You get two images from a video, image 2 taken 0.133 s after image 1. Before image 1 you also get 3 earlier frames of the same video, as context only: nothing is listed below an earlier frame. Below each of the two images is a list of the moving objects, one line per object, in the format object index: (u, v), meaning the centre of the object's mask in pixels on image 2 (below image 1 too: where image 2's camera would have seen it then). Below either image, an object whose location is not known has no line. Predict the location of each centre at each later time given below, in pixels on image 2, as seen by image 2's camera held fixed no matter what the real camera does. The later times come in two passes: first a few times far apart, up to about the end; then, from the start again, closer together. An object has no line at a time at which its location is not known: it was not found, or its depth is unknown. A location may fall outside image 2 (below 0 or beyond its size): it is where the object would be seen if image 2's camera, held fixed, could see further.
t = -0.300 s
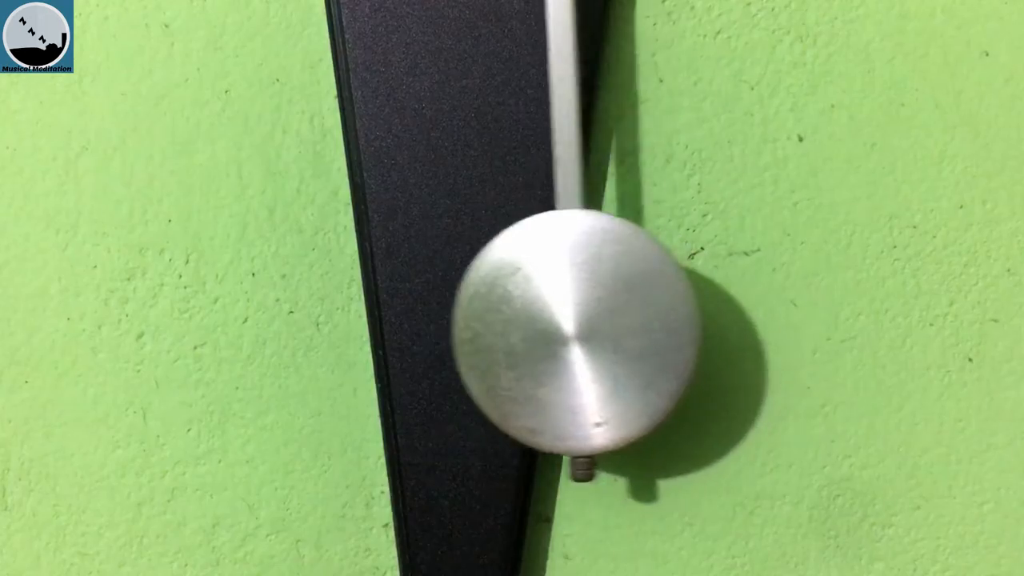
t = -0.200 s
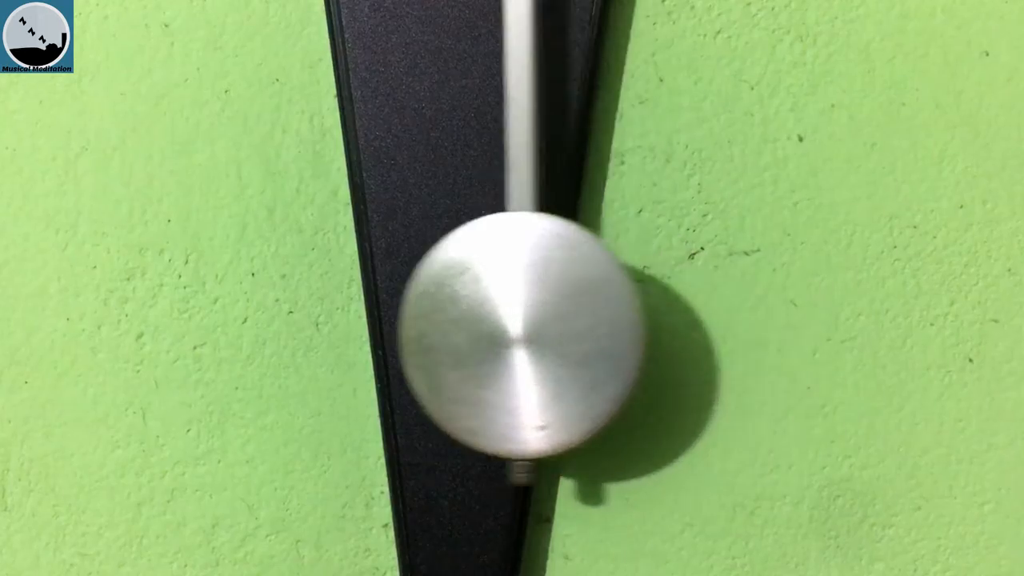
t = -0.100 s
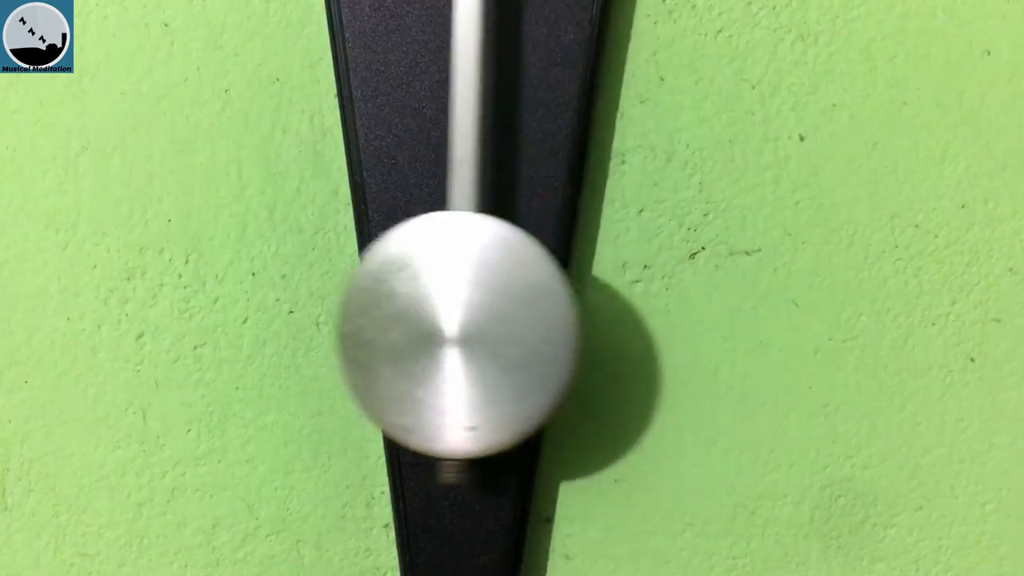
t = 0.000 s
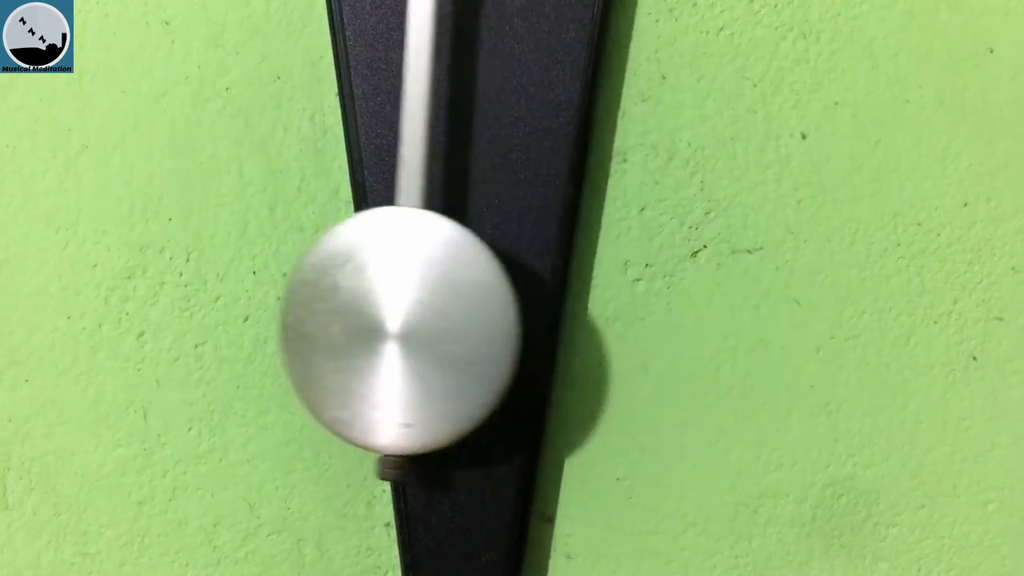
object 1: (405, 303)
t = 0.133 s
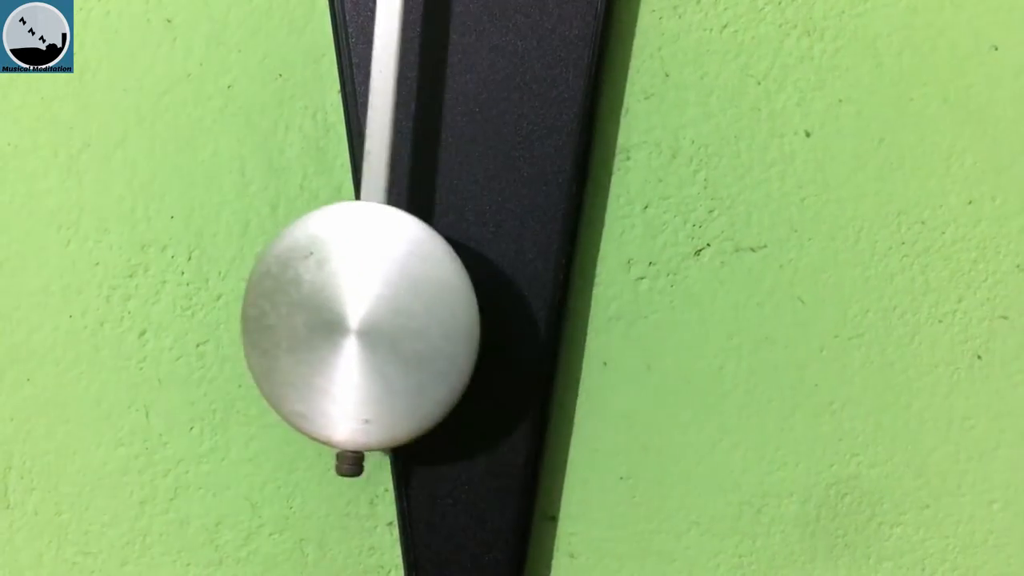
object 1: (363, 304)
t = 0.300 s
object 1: (395, 304)
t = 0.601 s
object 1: (571, 305)
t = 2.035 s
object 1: (576, 306)
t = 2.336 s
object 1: (409, 303)
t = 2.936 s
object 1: (574, 304)
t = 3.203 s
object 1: (581, 303)
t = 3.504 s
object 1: (410, 303)
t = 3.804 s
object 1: (395, 306)
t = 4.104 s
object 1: (566, 304)
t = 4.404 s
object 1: (566, 307)
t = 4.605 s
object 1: (446, 306)
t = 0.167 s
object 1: (361, 304)
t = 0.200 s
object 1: (364, 304)
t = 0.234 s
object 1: (371, 303)
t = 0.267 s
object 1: (381, 304)
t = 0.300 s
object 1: (395, 304)
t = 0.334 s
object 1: (411, 304)
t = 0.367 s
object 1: (431, 304)
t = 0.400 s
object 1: (451, 303)
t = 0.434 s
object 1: (472, 303)
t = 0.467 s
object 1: (494, 306)
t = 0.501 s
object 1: (515, 305)
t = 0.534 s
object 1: (535, 305)
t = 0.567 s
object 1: (555, 305)
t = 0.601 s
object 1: (571, 305)
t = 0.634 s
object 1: (586, 306)
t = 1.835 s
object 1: (592, 308)
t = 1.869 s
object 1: (599, 308)
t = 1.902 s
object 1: (602, 307)
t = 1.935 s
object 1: (601, 307)
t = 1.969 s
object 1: (596, 307)
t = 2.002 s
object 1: (587, 306)
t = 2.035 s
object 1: (576, 306)
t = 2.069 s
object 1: (561, 305)
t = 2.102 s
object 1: (544, 304)
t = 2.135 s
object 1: (526, 304)
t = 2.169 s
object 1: (505, 304)
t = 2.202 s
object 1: (485, 305)
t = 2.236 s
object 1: (465, 303)
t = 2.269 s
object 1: (445, 302)
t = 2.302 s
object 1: (426, 302)
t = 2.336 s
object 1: (409, 303)
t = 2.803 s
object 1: (497, 304)
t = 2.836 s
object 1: (518, 305)
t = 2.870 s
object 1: (539, 304)
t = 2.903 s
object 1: (557, 304)
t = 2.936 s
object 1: (574, 304)
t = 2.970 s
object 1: (588, 304)
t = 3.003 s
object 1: (598, 304)
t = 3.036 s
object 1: (605, 303)
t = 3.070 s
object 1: (608, 303)
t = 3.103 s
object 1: (607, 303)
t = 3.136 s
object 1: (602, 303)
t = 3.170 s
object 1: (593, 302)
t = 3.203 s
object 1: (581, 303)
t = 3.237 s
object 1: (566, 302)
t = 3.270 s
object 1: (549, 302)
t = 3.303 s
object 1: (530, 302)
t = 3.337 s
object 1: (510, 303)
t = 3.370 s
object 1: (490, 302)
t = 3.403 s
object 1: (468, 302)
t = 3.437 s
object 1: (448, 301)
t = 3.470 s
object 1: (428, 303)
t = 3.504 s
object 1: (410, 303)
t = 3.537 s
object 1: (394, 305)
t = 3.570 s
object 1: (382, 304)
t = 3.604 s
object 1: (373, 305)
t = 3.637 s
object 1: (367, 306)
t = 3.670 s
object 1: (365, 306)
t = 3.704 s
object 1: (367, 305)
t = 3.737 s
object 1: (373, 306)
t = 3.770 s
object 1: (383, 305)
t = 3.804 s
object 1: (395, 306)
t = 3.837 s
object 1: (411, 305)
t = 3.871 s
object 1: (428, 306)
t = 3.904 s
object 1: (449, 305)
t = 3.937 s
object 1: (469, 304)
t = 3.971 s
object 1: (490, 305)
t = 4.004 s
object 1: (510, 305)
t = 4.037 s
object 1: (530, 305)
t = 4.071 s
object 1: (549, 305)
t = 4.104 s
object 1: (566, 304)
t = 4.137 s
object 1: (580, 305)
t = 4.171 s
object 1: (591, 305)
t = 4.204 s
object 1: (598, 306)
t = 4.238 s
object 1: (603, 305)
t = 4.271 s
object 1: (603, 306)
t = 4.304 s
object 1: (599, 306)
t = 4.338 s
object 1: (591, 307)
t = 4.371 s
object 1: (580, 307)
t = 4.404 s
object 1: (566, 307)
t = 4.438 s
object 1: (549, 307)
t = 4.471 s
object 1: (530, 307)
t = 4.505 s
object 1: (510, 308)
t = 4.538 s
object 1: (489, 308)
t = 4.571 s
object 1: (467, 306)
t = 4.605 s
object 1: (446, 306)
